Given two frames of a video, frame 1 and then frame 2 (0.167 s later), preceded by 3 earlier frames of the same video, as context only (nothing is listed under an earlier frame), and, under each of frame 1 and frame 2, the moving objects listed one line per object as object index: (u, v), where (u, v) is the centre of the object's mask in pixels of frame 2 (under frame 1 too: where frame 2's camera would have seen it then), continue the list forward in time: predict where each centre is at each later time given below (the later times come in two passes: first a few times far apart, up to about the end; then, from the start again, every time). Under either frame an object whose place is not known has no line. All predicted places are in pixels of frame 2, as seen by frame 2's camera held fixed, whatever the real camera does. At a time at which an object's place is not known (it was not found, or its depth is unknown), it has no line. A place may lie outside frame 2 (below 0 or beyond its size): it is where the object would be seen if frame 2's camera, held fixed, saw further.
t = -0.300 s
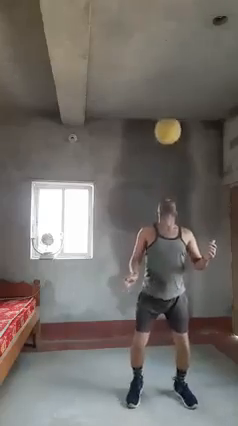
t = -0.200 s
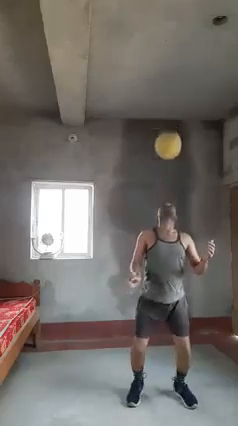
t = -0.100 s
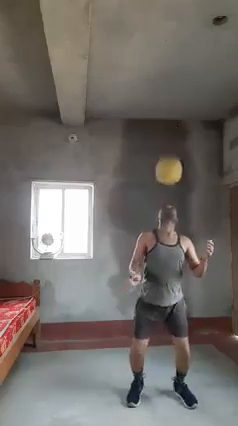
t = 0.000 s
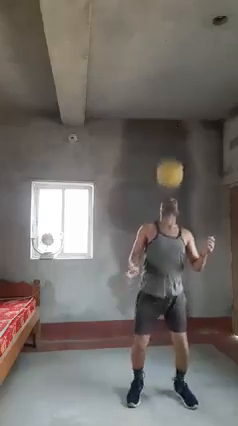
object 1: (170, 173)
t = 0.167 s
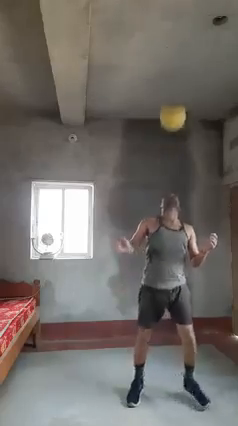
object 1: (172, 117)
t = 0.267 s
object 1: (174, 99)
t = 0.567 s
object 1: (179, 105)
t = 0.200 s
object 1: (173, 110)
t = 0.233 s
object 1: (173, 104)
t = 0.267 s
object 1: (174, 99)
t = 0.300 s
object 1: (174, 95)
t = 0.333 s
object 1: (175, 92)
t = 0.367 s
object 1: (175, 91)
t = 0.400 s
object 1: (176, 90)
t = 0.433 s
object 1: (176, 91)
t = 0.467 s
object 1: (177, 92)
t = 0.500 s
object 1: (178, 95)
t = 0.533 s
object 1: (178, 99)
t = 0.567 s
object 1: (179, 105)
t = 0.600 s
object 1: (180, 113)
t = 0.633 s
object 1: (180, 122)
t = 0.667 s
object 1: (181, 133)
